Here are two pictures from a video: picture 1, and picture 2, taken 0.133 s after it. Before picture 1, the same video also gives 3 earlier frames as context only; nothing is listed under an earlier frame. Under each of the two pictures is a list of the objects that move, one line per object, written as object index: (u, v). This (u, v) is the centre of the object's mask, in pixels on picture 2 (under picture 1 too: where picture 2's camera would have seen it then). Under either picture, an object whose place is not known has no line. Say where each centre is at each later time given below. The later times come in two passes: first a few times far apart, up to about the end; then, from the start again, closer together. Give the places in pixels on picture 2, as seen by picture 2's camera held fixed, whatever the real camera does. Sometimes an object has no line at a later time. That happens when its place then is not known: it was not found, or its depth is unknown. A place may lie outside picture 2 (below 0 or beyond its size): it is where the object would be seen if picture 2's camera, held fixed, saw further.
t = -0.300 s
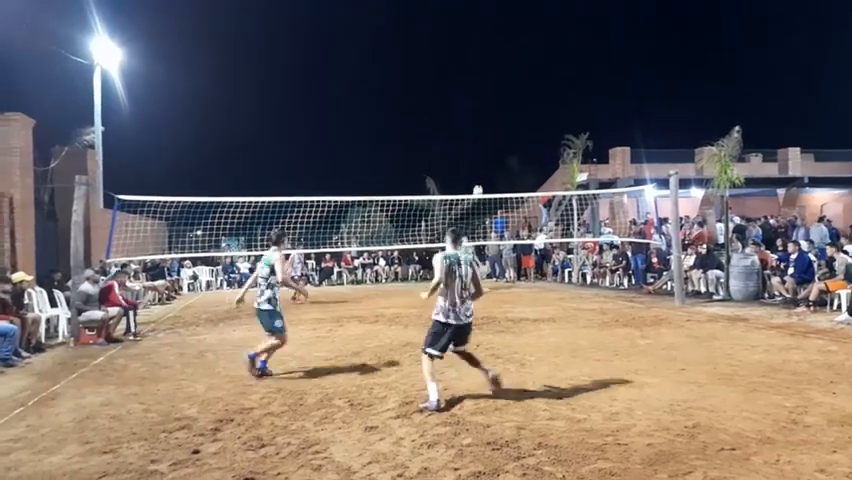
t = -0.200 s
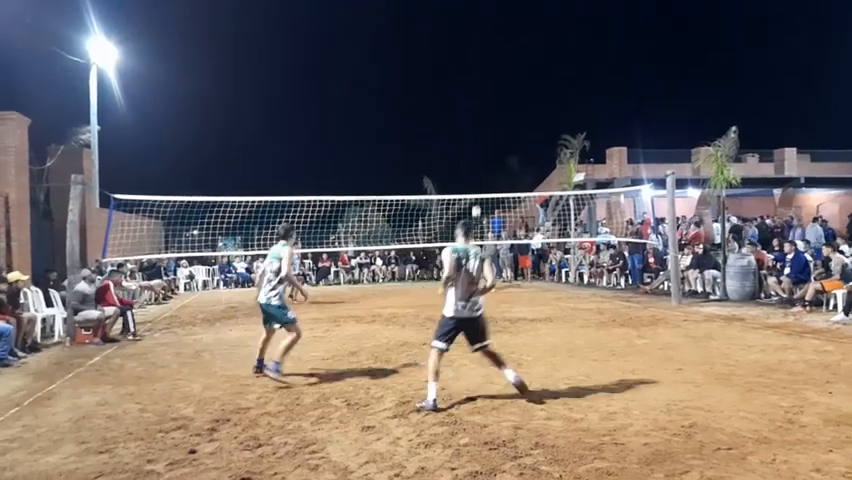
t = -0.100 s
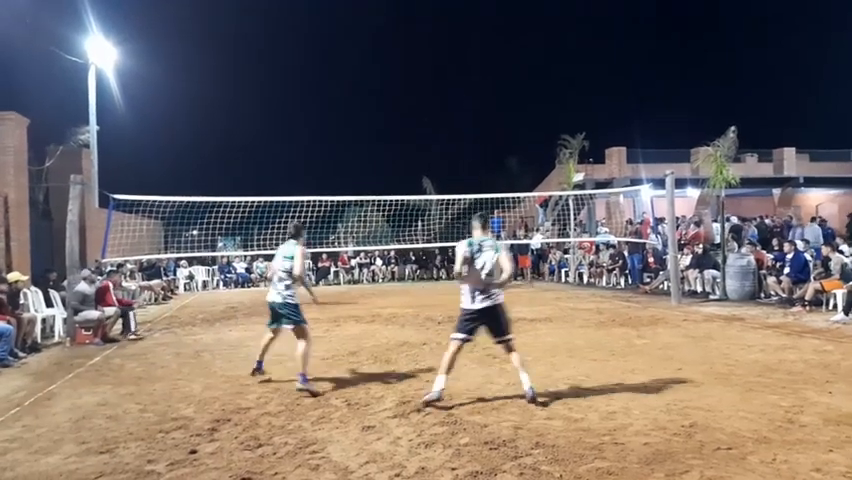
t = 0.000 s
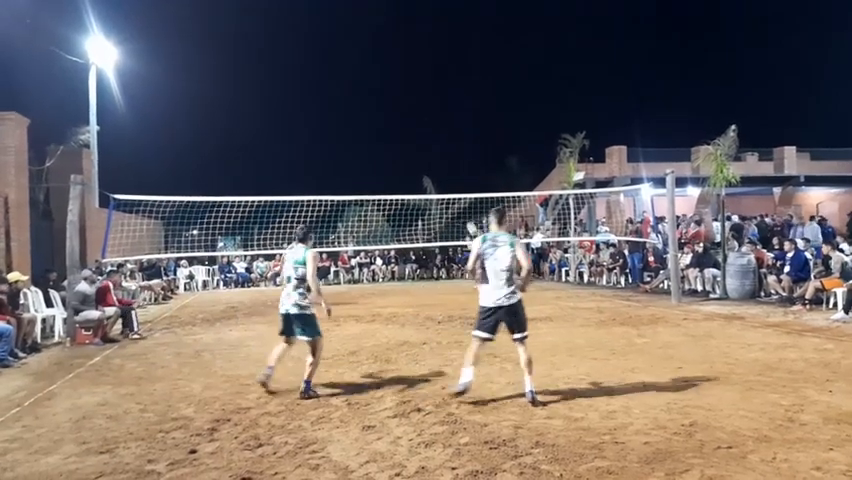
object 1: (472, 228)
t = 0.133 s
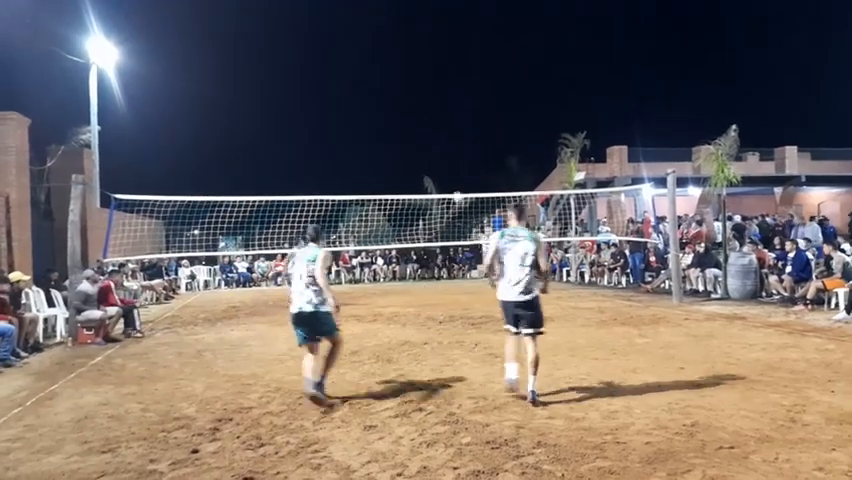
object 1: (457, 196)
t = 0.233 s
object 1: (445, 178)
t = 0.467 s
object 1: (418, 146)
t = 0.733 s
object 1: (385, 133)
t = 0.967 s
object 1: (355, 145)
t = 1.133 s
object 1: (335, 168)
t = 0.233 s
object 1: (445, 178)
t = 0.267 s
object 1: (441, 172)
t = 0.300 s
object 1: (437, 166)
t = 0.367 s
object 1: (430, 157)
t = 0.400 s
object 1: (426, 153)
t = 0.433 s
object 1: (421, 149)
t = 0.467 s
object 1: (418, 146)
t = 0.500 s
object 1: (413, 143)
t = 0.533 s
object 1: (409, 140)
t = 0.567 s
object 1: (405, 138)
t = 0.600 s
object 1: (401, 136)
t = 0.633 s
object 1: (397, 134)
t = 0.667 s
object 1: (393, 133)
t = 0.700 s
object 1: (389, 133)
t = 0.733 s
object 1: (385, 133)
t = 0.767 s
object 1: (380, 133)
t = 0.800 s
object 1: (376, 134)
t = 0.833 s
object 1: (372, 135)
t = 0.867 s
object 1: (368, 137)
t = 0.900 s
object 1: (364, 139)
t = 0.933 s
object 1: (360, 142)
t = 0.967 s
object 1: (355, 145)
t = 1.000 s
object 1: (351, 149)
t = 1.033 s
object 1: (347, 153)
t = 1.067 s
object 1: (343, 158)
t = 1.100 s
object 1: (339, 163)
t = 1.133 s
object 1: (335, 168)
